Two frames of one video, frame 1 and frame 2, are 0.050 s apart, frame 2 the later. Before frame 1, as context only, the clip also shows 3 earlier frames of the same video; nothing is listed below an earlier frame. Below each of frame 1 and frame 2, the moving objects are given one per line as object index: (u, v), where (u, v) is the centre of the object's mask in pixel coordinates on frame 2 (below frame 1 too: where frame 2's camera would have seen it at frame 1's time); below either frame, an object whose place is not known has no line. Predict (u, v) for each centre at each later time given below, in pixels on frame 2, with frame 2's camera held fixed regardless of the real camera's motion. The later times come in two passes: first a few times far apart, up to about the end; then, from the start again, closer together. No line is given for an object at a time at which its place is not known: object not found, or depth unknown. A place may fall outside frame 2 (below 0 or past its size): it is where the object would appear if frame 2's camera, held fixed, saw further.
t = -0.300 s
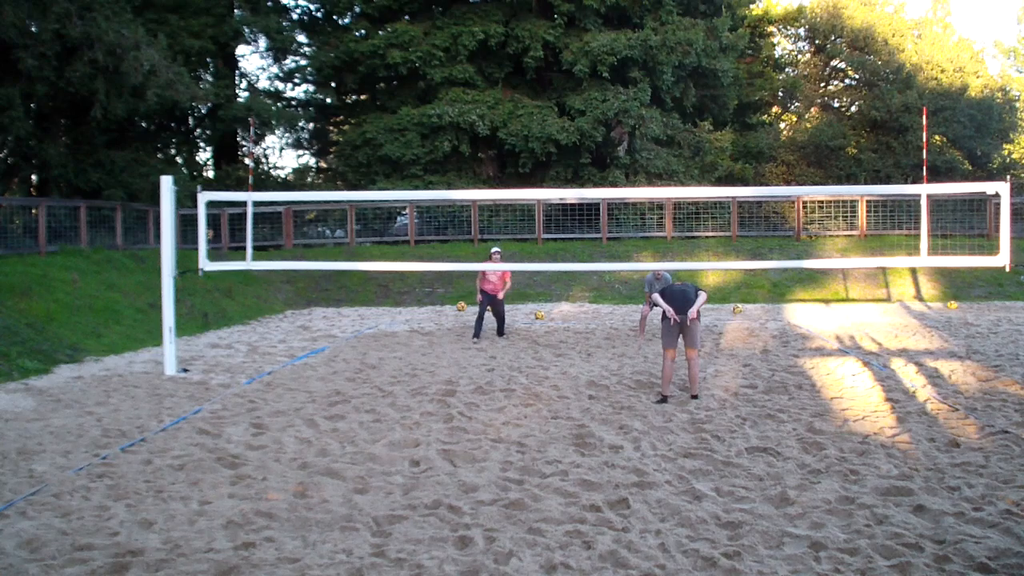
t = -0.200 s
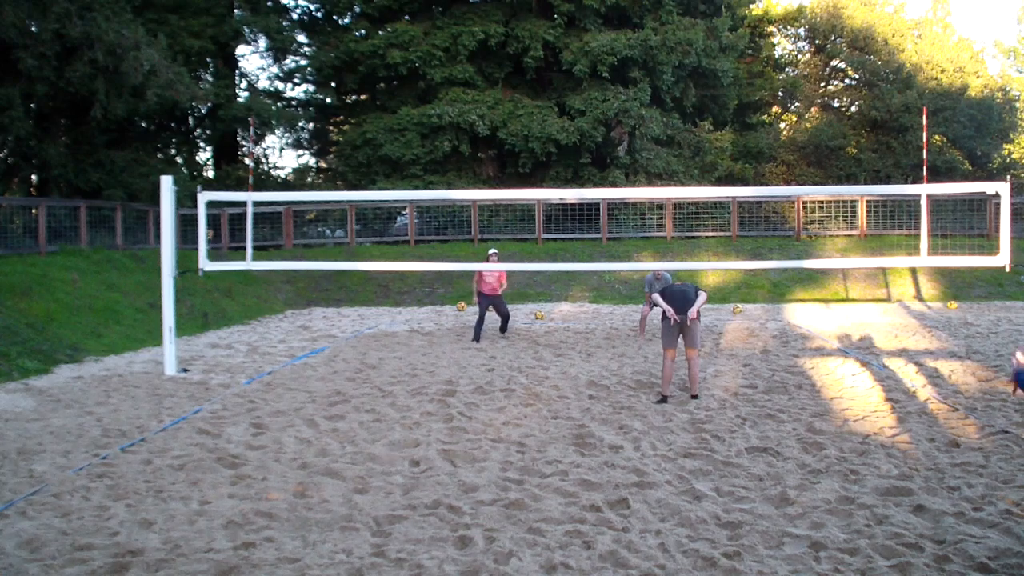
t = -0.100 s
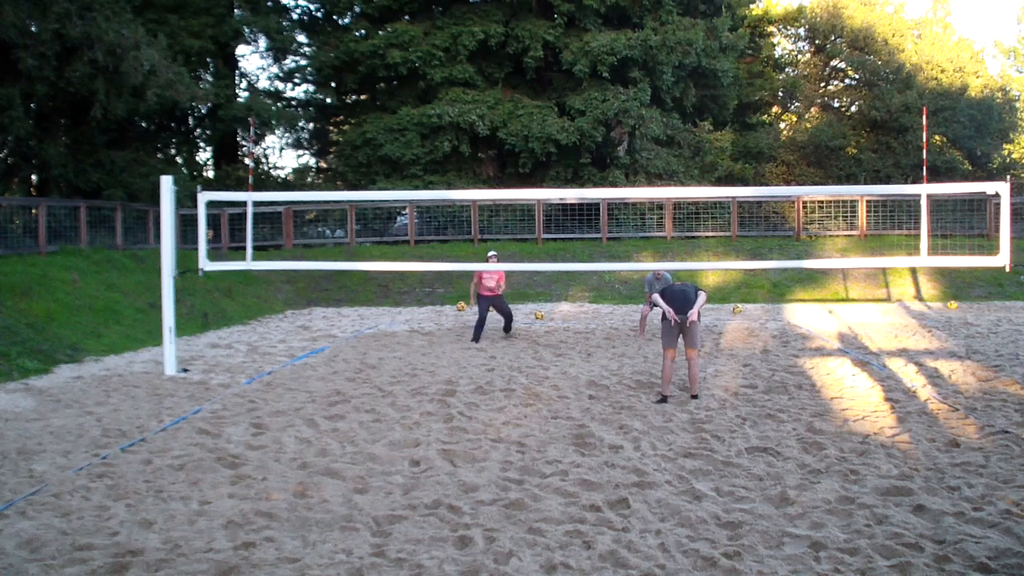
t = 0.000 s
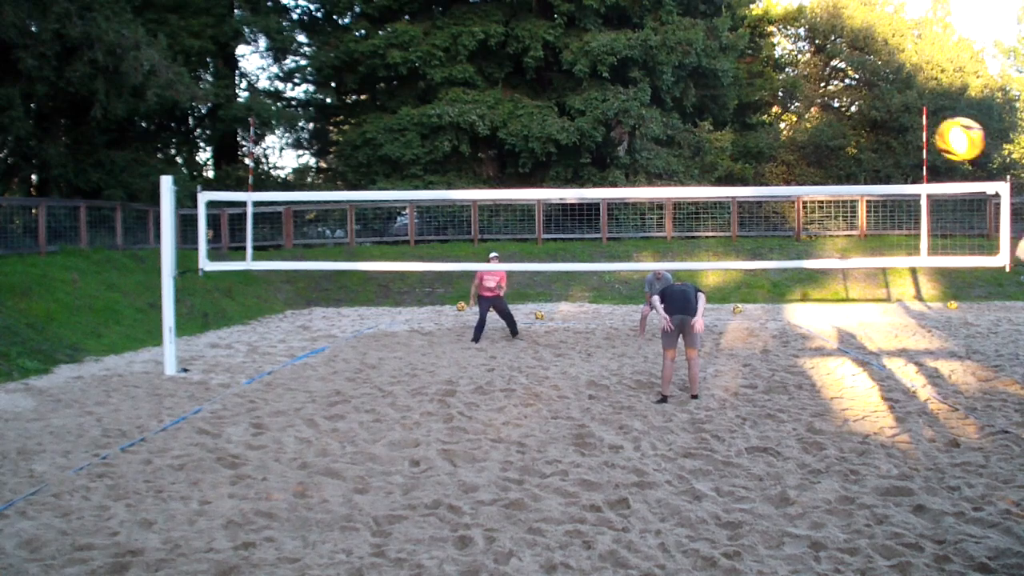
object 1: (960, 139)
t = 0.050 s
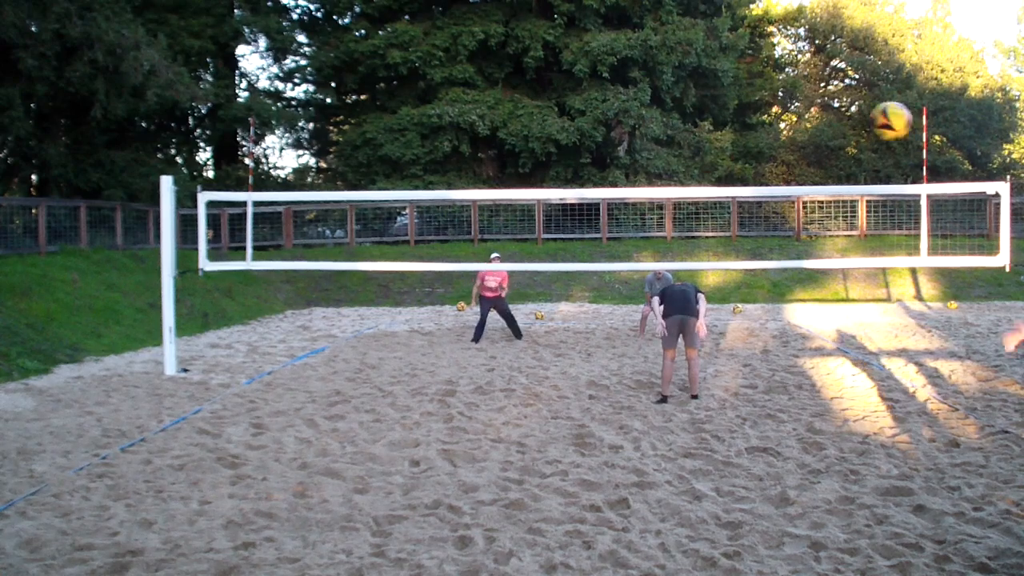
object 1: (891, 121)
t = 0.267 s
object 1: (712, 109)
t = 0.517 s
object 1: (610, 160)
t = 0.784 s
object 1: (548, 217)
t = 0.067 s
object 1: (873, 116)
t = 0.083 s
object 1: (854, 112)
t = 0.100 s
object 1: (835, 109)
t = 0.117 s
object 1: (819, 106)
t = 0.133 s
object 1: (806, 104)
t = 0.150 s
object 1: (793, 103)
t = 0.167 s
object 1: (778, 103)
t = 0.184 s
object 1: (766, 104)
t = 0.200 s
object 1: (754, 104)
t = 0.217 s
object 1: (743, 105)
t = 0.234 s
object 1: (732, 106)
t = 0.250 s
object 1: (722, 108)
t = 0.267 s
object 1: (712, 109)
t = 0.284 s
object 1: (703, 112)
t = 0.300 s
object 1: (694, 114)
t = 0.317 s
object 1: (686, 116)
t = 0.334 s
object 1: (678, 119)
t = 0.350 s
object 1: (670, 122)
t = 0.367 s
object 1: (663, 125)
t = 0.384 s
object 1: (656, 128)
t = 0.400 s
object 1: (649, 132)
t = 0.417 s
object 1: (643, 135)
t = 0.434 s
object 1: (636, 139)
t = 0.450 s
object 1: (630, 143)
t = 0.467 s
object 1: (625, 147)
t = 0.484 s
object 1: (620, 151)
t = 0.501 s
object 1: (615, 155)
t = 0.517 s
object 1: (610, 160)
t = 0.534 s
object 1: (605, 164)
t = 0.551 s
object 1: (600, 169)
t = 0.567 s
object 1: (595, 173)
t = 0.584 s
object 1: (591, 178)
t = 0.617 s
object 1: (583, 183)
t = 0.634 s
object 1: (578, 185)
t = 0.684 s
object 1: (567, 200)
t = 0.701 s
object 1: (563, 202)
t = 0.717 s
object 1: (560, 204)
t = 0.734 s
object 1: (557, 206)
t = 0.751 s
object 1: (554, 209)
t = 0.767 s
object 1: (551, 213)
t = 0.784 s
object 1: (548, 217)
